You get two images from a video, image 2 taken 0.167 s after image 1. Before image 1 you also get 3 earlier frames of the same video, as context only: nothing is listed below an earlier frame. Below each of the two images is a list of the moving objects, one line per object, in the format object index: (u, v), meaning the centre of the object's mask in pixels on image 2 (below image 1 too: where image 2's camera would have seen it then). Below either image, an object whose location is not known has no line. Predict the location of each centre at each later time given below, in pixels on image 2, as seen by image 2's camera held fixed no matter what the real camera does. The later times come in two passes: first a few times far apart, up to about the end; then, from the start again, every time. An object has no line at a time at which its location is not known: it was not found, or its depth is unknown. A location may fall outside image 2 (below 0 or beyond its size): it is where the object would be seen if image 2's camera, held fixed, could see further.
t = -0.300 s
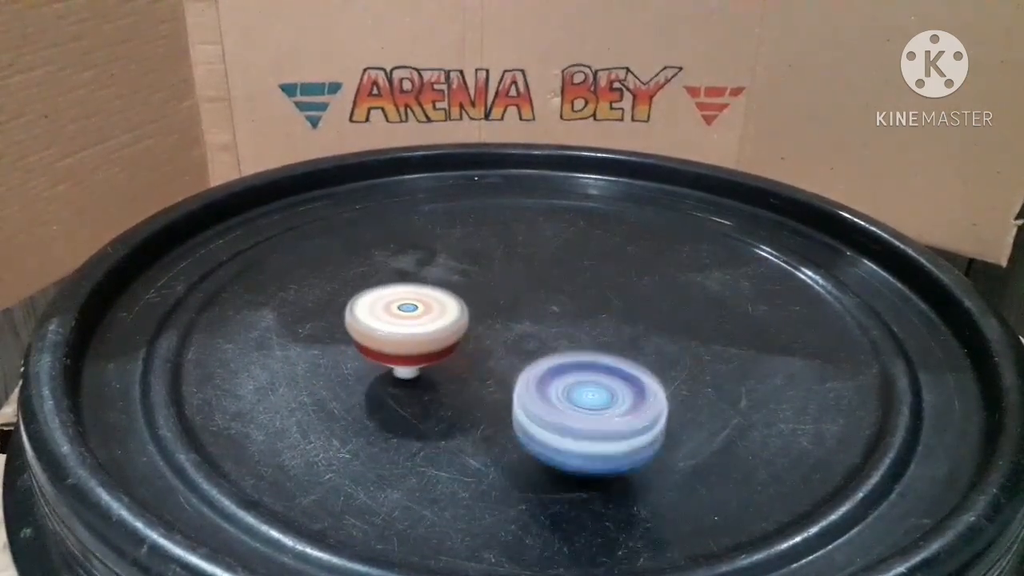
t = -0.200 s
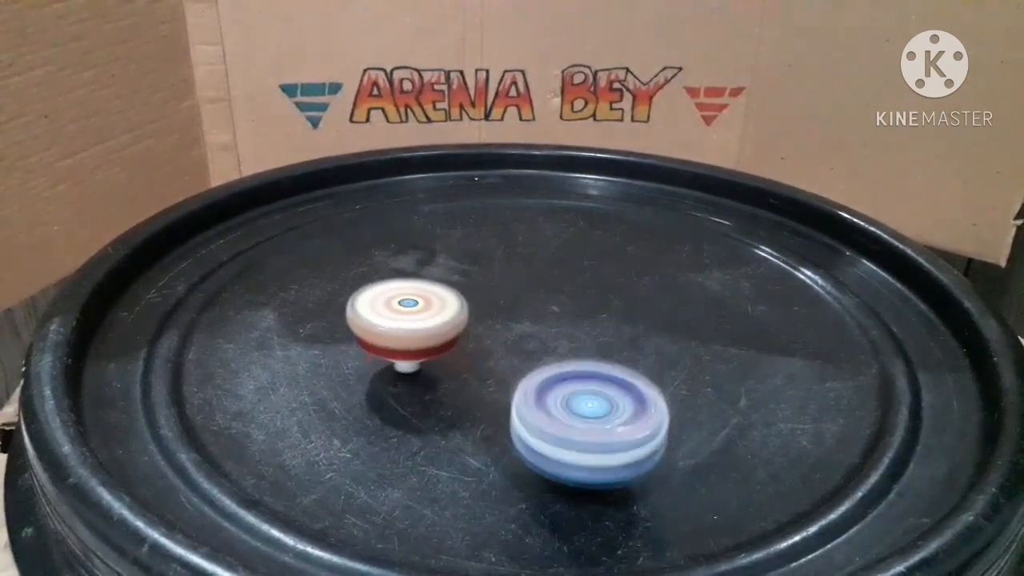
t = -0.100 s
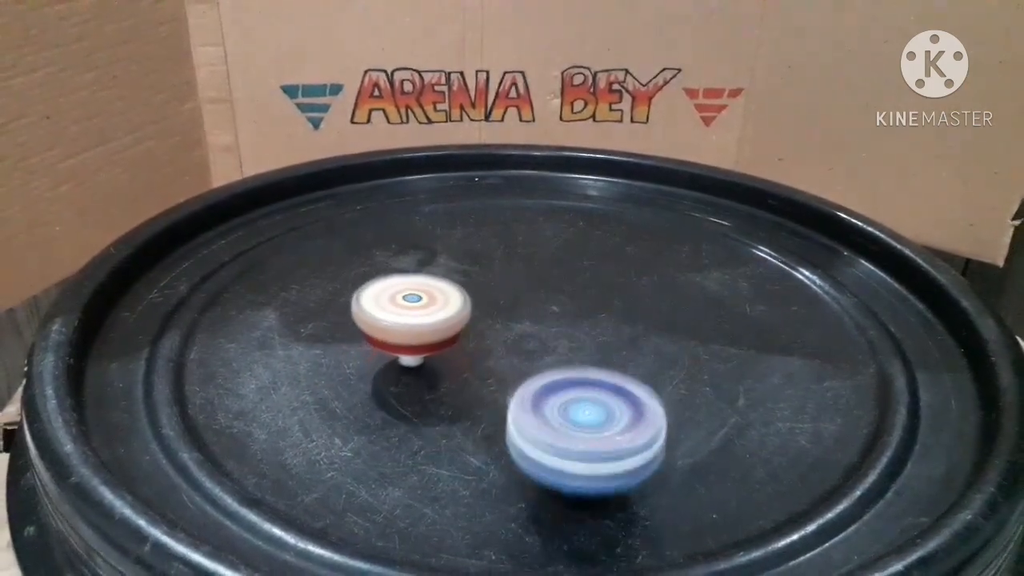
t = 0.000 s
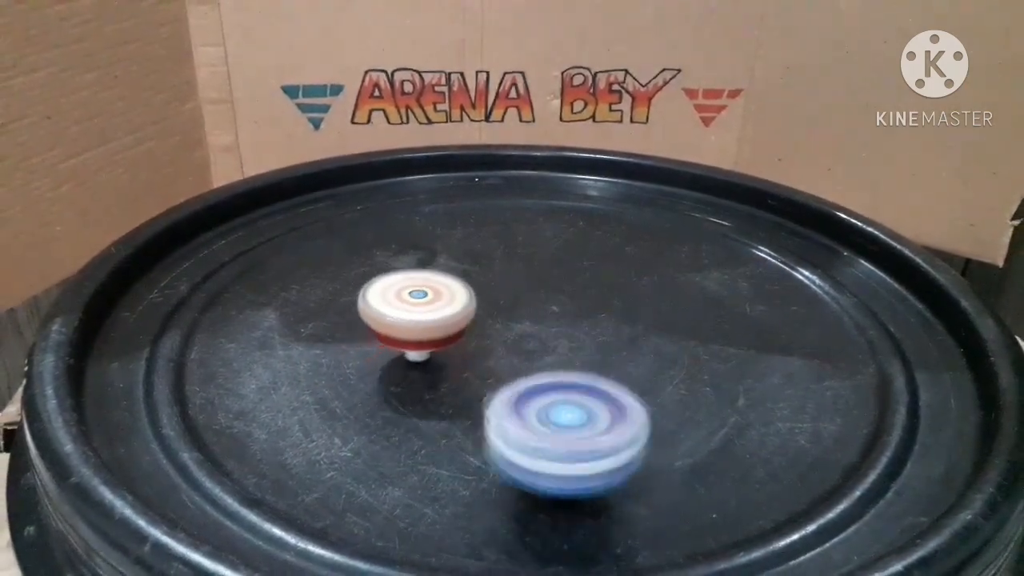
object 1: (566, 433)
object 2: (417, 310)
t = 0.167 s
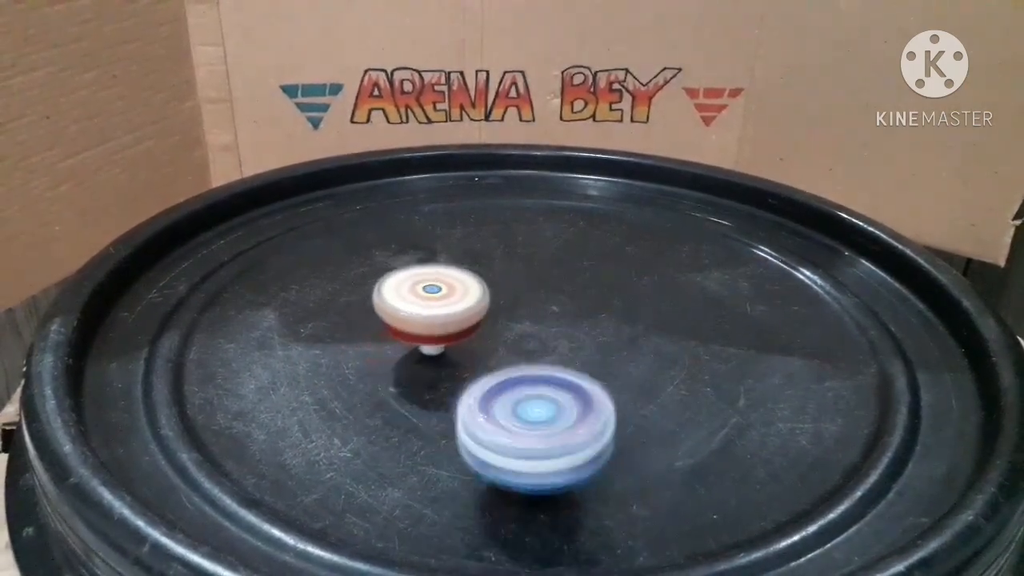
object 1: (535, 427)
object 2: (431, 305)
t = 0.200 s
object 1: (530, 424)
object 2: (434, 304)
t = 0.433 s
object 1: (491, 400)
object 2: (463, 300)
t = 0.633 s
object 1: (452, 376)
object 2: (488, 297)
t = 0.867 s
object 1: (374, 366)
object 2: (530, 300)
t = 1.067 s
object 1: (313, 356)
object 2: (557, 304)
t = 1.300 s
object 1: (293, 337)
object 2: (576, 317)
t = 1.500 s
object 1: (327, 320)
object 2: (571, 330)
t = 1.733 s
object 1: (392, 304)
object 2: (541, 343)
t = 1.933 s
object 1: (443, 285)
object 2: (507, 344)
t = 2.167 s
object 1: (493, 263)
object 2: (469, 332)
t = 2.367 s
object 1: (514, 252)
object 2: (454, 316)
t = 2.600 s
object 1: (527, 241)
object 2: (460, 298)
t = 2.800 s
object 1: (534, 241)
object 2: (477, 289)
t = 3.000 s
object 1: (561, 234)
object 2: (461, 302)
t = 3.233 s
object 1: (582, 234)
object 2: (439, 314)
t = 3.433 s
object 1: (588, 247)
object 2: (413, 319)
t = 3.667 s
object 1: (583, 276)
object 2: (386, 318)
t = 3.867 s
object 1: (575, 305)
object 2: (379, 315)
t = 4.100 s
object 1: (581, 341)
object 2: (391, 314)
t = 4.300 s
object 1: (599, 370)
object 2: (414, 315)
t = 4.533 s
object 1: (631, 395)
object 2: (443, 322)
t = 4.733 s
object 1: (649, 406)
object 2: (460, 332)
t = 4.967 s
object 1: (645, 405)
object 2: (464, 346)
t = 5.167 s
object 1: (618, 397)
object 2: (455, 356)
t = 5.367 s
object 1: (573, 387)
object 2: (438, 359)
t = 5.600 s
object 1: (602, 399)
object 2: (387, 335)
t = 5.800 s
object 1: (625, 400)
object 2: (390, 311)
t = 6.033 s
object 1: (625, 388)
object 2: (435, 292)
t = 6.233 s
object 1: (599, 375)
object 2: (488, 291)
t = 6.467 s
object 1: (550, 375)
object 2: (533, 290)
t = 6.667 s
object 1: (515, 403)
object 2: (546, 303)
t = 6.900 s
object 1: (490, 433)
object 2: (538, 317)
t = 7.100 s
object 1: (472, 435)
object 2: (514, 323)
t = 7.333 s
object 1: (466, 407)
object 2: (484, 314)
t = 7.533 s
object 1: (457, 378)
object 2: (468, 297)
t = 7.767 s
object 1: (418, 353)
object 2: (479, 283)
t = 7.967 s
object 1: (372, 348)
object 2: (500, 281)
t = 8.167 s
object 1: (344, 345)
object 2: (526, 282)
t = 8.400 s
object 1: (350, 335)
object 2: (541, 293)
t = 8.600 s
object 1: (381, 324)
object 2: (529, 304)
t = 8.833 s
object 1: (358, 308)
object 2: (549, 310)
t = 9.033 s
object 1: (318, 301)
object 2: (564, 318)
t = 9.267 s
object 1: (312, 301)
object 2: (555, 329)
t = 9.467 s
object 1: (337, 300)
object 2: (530, 331)
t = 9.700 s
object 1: (397, 290)
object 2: (505, 321)
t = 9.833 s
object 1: (409, 274)
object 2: (517, 319)
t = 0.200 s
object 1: (530, 424)
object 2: (434, 304)
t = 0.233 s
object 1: (524, 421)
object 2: (438, 303)
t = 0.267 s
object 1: (519, 418)
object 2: (442, 303)
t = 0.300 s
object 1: (514, 414)
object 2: (447, 302)
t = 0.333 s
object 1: (509, 411)
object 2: (451, 302)
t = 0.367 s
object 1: (503, 407)
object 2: (455, 302)
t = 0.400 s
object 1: (497, 404)
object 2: (459, 302)
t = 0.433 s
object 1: (491, 400)
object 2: (463, 300)
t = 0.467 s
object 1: (485, 395)
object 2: (467, 300)
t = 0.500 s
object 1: (478, 391)
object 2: (471, 298)
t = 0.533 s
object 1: (471, 387)
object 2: (476, 298)
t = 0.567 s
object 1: (465, 384)
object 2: (480, 297)
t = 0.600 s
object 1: (459, 379)
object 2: (484, 296)
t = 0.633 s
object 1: (452, 376)
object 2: (488, 297)
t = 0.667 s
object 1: (446, 372)
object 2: (493, 298)
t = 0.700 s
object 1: (437, 369)
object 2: (497, 299)
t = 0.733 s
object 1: (424, 369)
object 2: (506, 301)
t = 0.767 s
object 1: (411, 369)
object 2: (512, 302)
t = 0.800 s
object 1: (397, 368)
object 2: (519, 301)
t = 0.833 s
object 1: (385, 368)
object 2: (524, 301)
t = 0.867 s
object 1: (374, 366)
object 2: (530, 300)
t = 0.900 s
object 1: (362, 365)
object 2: (535, 300)
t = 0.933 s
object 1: (351, 364)
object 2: (539, 301)
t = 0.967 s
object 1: (340, 362)
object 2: (544, 301)
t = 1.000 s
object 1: (330, 360)
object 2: (549, 302)
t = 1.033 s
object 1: (321, 358)
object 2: (553, 303)
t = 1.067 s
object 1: (313, 356)
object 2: (557, 304)
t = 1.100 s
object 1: (307, 354)
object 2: (561, 306)
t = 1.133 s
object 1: (301, 351)
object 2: (565, 307)
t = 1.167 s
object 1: (296, 349)
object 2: (568, 309)
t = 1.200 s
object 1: (293, 346)
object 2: (570, 311)
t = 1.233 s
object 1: (292, 343)
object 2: (572, 312)
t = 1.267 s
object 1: (292, 340)
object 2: (574, 314)
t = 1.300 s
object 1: (293, 337)
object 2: (576, 317)
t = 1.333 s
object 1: (295, 334)
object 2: (576, 319)
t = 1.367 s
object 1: (299, 331)
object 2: (576, 322)
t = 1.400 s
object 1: (304, 328)
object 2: (575, 324)
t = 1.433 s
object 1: (311, 325)
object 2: (574, 326)
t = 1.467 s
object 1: (319, 322)
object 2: (573, 328)
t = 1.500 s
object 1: (327, 320)
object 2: (571, 330)
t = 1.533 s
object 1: (335, 318)
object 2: (568, 333)
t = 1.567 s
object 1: (345, 315)
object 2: (564, 335)
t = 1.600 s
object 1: (354, 313)
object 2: (560, 337)
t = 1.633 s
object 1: (364, 311)
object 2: (556, 339)
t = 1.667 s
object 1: (373, 309)
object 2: (551, 340)
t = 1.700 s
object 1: (382, 306)
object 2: (546, 342)
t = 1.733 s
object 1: (392, 304)
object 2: (541, 343)
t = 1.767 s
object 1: (402, 301)
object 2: (536, 343)
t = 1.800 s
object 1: (411, 299)
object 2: (530, 344)
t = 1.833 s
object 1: (421, 296)
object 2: (525, 344)
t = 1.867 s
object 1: (428, 293)
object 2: (520, 345)
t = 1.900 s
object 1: (436, 289)
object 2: (514, 344)
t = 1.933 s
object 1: (443, 285)
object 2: (507, 344)
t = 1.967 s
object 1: (450, 281)
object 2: (501, 343)
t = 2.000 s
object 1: (458, 277)
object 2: (495, 342)
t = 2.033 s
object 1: (466, 274)
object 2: (489, 340)
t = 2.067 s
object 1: (474, 271)
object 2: (484, 338)
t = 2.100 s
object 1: (481, 268)
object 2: (478, 337)
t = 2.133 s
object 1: (488, 265)
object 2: (473, 334)
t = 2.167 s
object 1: (493, 263)
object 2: (469, 332)
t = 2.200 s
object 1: (498, 261)
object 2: (465, 329)
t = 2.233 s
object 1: (502, 259)
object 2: (461, 327)
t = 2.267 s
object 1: (505, 257)
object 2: (459, 324)
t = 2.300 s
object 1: (508, 255)
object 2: (457, 321)
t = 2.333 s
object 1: (511, 253)
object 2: (456, 319)
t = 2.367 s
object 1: (514, 252)
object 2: (454, 316)
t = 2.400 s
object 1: (517, 250)
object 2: (454, 313)
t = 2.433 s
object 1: (519, 248)
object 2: (453, 310)
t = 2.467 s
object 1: (522, 246)
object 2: (454, 308)
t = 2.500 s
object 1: (523, 244)
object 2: (454, 305)
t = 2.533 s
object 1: (525, 243)
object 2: (456, 303)
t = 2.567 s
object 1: (526, 243)
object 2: (458, 300)
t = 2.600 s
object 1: (527, 241)
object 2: (460, 298)
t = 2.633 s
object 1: (528, 241)
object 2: (462, 296)
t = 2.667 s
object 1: (529, 241)
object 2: (465, 294)
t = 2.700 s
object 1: (530, 240)
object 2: (469, 292)
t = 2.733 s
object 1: (531, 240)
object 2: (473, 291)
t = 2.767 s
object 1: (532, 240)
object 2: (476, 290)
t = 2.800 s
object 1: (534, 241)
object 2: (477, 289)
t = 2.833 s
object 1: (538, 240)
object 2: (473, 292)
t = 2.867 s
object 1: (542, 239)
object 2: (468, 294)
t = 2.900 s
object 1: (547, 239)
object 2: (466, 297)
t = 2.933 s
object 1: (552, 237)
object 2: (464, 298)
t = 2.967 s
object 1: (556, 235)
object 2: (462, 300)
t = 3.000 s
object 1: (561, 234)
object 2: (461, 302)
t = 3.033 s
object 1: (565, 234)
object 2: (458, 304)
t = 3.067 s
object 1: (568, 233)
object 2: (456, 306)
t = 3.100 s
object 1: (571, 233)
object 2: (453, 308)
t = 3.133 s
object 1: (574, 233)
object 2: (449, 309)
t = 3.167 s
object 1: (577, 233)
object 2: (446, 311)
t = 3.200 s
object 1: (579, 234)
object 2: (442, 313)
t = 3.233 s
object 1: (582, 234)
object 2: (439, 314)
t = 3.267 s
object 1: (584, 236)
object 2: (435, 316)
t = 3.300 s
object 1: (585, 238)
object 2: (430, 317)
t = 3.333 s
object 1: (586, 239)
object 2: (426, 318)
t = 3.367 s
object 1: (587, 242)
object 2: (421, 318)
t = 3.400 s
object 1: (588, 244)
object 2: (417, 319)
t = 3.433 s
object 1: (588, 247)
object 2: (413, 319)
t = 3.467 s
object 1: (589, 251)
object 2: (408, 319)
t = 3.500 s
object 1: (589, 255)
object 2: (403, 320)
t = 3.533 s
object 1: (589, 258)
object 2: (399, 320)
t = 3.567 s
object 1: (588, 262)
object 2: (396, 319)
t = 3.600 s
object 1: (587, 267)
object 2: (392, 319)
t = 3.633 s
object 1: (585, 271)
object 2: (389, 318)
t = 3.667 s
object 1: (583, 276)
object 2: (386, 318)
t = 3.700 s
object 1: (581, 281)
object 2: (383, 317)
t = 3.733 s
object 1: (579, 285)
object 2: (381, 317)
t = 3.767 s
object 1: (577, 290)
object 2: (380, 316)
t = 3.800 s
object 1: (576, 295)
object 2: (379, 316)
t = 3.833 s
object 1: (575, 300)
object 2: (379, 315)
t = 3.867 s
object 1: (575, 305)
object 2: (379, 315)
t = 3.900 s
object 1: (574, 310)
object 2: (380, 315)
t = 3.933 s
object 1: (574, 315)
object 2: (381, 315)
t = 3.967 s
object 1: (575, 320)
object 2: (382, 314)
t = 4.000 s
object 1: (576, 325)
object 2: (384, 314)
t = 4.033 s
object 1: (578, 331)
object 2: (386, 314)
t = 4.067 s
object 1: (579, 336)
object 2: (389, 314)
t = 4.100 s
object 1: (581, 341)
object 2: (391, 314)
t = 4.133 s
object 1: (584, 346)
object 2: (394, 314)
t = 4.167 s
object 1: (586, 351)
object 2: (398, 314)
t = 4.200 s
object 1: (589, 356)
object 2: (401, 314)
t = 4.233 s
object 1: (592, 361)
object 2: (405, 314)
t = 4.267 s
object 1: (595, 365)
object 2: (410, 315)
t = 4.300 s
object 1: (599, 370)
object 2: (414, 315)
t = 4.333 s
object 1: (603, 374)
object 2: (418, 316)
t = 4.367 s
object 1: (608, 378)
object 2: (422, 316)
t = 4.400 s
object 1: (612, 382)
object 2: (426, 317)
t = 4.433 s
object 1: (617, 385)
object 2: (431, 318)
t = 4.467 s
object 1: (622, 389)
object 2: (435, 319)
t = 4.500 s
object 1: (627, 392)
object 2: (439, 321)
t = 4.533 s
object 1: (631, 395)
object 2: (443, 322)
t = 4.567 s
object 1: (635, 397)
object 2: (446, 323)
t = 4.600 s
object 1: (638, 400)
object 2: (449, 325)
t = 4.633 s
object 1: (642, 402)
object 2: (453, 326)
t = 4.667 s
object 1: (645, 404)
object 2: (456, 328)
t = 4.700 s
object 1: (647, 405)
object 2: (458, 330)
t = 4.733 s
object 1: (649, 406)
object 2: (460, 332)
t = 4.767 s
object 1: (650, 406)
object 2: (462, 334)
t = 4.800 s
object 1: (650, 406)
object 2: (463, 336)
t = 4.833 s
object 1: (650, 407)
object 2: (464, 338)
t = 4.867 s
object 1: (649, 406)
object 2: (464, 340)
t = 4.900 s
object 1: (649, 406)
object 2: (465, 342)
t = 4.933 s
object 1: (647, 406)
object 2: (465, 345)
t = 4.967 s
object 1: (645, 405)
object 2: (464, 346)
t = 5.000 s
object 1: (642, 404)
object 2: (464, 348)
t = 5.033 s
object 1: (638, 403)
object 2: (463, 350)
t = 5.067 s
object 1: (635, 402)
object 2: (461, 351)
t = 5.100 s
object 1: (629, 400)
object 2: (460, 353)
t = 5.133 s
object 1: (624, 399)
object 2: (458, 354)
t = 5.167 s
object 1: (618, 397)
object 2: (455, 356)
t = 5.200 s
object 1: (611, 395)
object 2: (453, 357)
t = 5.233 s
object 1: (605, 394)
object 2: (450, 358)
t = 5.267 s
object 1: (597, 391)
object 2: (447, 358)
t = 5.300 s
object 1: (589, 389)
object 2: (445, 359)
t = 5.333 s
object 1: (581, 388)
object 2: (442, 359)
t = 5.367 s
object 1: (573, 387)
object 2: (438, 359)
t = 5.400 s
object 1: (568, 386)
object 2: (434, 359)
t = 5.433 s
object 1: (575, 389)
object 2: (420, 354)
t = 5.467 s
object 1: (581, 392)
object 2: (409, 350)
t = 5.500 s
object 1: (586, 394)
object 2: (401, 347)
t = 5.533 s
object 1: (592, 396)
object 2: (395, 343)
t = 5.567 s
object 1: (597, 398)
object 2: (391, 339)
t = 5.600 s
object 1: (602, 399)
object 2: (387, 335)
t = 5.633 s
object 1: (607, 401)
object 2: (385, 331)
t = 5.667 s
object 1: (612, 401)
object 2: (384, 327)
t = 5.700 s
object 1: (616, 401)
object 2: (384, 323)
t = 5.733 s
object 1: (620, 401)
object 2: (385, 319)
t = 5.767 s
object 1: (624, 401)
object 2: (387, 315)
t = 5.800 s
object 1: (625, 400)
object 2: (390, 311)
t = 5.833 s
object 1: (627, 399)
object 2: (393, 307)
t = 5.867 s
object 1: (628, 398)
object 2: (399, 304)
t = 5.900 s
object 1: (628, 396)
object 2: (404, 301)
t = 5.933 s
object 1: (628, 395)
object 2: (411, 298)
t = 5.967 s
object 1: (627, 393)
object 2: (419, 295)
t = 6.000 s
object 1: (626, 391)
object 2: (427, 293)
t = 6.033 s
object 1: (625, 388)
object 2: (435, 292)
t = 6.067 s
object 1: (622, 386)
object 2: (444, 290)
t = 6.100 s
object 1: (619, 384)
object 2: (452, 289)
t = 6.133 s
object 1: (615, 381)
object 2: (461, 289)
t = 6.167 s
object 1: (610, 379)
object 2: (470, 289)
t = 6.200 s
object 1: (604, 377)
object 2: (479, 290)
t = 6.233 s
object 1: (599, 375)
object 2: (488, 291)
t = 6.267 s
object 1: (592, 372)
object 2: (496, 291)
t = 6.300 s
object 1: (585, 370)
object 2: (505, 293)
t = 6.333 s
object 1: (577, 369)
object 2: (511, 293)
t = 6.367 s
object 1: (569, 367)
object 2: (517, 292)
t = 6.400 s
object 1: (560, 366)
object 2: (523, 292)
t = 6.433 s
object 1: (555, 370)
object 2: (529, 291)
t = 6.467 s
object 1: (550, 375)
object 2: (533, 290)
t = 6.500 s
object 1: (542, 379)
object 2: (537, 291)
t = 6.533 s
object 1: (535, 384)
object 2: (541, 293)
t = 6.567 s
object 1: (530, 389)
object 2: (543, 295)
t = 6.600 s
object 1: (524, 394)
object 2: (545, 298)
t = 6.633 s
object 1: (519, 398)
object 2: (546, 301)
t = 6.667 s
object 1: (515, 403)
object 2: (546, 303)
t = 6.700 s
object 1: (510, 409)
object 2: (546, 307)
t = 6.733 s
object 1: (506, 414)
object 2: (545, 310)
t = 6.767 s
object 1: (502, 419)
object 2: (545, 311)
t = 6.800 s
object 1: (500, 423)
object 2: (544, 313)
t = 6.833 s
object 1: (497, 427)
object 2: (542, 315)
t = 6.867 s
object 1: (494, 430)
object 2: (540, 316)
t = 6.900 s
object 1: (490, 433)
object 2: (538, 317)
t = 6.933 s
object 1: (486, 435)
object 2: (535, 319)
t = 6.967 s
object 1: (481, 436)
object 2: (531, 320)
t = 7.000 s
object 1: (479, 437)
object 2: (528, 321)
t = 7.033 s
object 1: (476, 436)
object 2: (523, 322)
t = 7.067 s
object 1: (474, 436)
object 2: (519, 322)
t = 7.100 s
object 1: (472, 435)
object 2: (514, 323)
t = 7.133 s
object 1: (469, 432)
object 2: (510, 323)
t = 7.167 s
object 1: (468, 429)
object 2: (505, 322)
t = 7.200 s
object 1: (467, 425)
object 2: (501, 320)
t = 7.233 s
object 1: (466, 421)
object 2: (496, 319)
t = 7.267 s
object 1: (467, 417)
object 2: (492, 318)
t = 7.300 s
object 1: (467, 412)
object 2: (488, 315)
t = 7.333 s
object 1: (466, 407)
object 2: (484, 314)
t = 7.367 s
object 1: (467, 402)
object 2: (480, 310)
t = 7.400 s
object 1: (466, 397)
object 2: (476, 308)
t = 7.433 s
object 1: (464, 392)
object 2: (474, 305)
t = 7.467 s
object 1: (462, 387)
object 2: (471, 303)
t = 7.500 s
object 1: (459, 383)
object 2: (469, 299)
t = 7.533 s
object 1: (457, 378)
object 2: (468, 297)
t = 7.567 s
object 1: (454, 373)
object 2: (468, 294)
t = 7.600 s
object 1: (450, 368)
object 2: (468, 291)
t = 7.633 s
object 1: (446, 364)
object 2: (468, 288)
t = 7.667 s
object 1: (441, 359)
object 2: (469, 285)
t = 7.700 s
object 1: (434, 357)
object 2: (472, 284)
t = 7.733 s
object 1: (426, 355)
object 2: (476, 284)
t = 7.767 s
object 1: (418, 353)
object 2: (479, 283)
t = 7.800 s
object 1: (409, 353)
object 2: (482, 284)
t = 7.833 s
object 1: (401, 352)
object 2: (485, 284)
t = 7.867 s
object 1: (393, 351)
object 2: (487, 284)
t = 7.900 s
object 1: (387, 350)
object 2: (491, 282)
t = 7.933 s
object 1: (379, 350)
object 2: (496, 281)
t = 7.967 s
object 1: (372, 348)
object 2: (500, 281)
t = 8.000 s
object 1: (365, 348)
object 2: (505, 280)
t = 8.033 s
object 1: (359, 348)
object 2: (509, 280)
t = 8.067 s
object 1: (355, 347)
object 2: (514, 280)
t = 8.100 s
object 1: (350, 346)
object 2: (518, 281)
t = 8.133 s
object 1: (347, 345)
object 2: (522, 281)
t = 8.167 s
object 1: (344, 345)
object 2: (526, 282)
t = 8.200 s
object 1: (342, 343)
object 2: (530, 283)
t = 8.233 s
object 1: (342, 342)
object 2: (533, 285)
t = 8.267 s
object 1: (340, 341)
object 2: (536, 286)
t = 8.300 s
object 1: (342, 339)
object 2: (538, 287)
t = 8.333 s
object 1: (343, 338)
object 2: (539, 289)
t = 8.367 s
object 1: (346, 337)
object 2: (541, 291)
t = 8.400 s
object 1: (350, 335)
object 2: (541, 293)
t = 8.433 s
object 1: (354, 333)
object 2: (541, 294)
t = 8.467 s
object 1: (358, 332)
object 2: (540, 296)
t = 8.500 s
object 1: (363, 330)
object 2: (539, 298)
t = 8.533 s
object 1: (369, 328)
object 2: (536, 301)
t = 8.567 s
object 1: (374, 326)
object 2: (533, 303)
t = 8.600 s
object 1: (381, 324)
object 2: (529, 304)
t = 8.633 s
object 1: (386, 321)
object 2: (525, 305)
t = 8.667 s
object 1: (392, 319)
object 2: (520, 307)
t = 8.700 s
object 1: (395, 316)
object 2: (519, 307)
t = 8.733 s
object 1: (383, 315)
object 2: (531, 308)
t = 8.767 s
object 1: (374, 313)
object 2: (541, 308)
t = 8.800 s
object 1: (366, 310)
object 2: (546, 309)
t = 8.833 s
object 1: (358, 308)
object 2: (549, 310)
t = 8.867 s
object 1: (350, 306)
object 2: (553, 311)
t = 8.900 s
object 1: (343, 304)
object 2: (556, 311)
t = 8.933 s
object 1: (335, 304)
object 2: (559, 313)
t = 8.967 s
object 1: (329, 302)
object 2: (562, 314)
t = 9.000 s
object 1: (324, 302)
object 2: (563, 316)
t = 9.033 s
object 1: (318, 301)
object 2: (564, 318)
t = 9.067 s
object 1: (314, 300)
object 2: (565, 320)
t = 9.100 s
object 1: (310, 300)
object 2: (565, 322)
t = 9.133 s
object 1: (309, 301)
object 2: (564, 323)
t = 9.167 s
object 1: (308, 301)
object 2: (562, 325)
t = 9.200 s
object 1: (309, 300)
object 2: (560, 326)
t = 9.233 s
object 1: (309, 301)
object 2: (558, 328)
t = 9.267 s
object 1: (312, 301)
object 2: (555, 329)
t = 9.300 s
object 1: (314, 302)
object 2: (551, 330)
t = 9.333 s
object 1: (315, 302)
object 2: (547, 331)
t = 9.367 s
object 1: (319, 302)
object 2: (543, 332)
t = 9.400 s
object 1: (323, 301)
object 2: (538, 332)
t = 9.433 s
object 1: (330, 301)
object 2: (534, 332)
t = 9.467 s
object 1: (337, 300)
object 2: (530, 331)
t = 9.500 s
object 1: (346, 299)
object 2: (525, 331)
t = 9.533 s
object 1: (353, 298)
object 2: (521, 329)
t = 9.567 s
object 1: (363, 297)
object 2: (517, 328)
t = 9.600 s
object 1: (371, 296)
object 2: (513, 326)
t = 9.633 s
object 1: (381, 295)
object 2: (509, 324)
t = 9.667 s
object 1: (389, 293)
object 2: (507, 322)
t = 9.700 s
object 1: (397, 290)
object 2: (505, 321)
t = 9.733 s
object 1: (403, 288)
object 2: (504, 318)
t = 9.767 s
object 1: (405, 283)
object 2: (510, 319)
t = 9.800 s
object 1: (406, 279)
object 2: (514, 319)
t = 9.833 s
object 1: (409, 274)
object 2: (517, 319)
